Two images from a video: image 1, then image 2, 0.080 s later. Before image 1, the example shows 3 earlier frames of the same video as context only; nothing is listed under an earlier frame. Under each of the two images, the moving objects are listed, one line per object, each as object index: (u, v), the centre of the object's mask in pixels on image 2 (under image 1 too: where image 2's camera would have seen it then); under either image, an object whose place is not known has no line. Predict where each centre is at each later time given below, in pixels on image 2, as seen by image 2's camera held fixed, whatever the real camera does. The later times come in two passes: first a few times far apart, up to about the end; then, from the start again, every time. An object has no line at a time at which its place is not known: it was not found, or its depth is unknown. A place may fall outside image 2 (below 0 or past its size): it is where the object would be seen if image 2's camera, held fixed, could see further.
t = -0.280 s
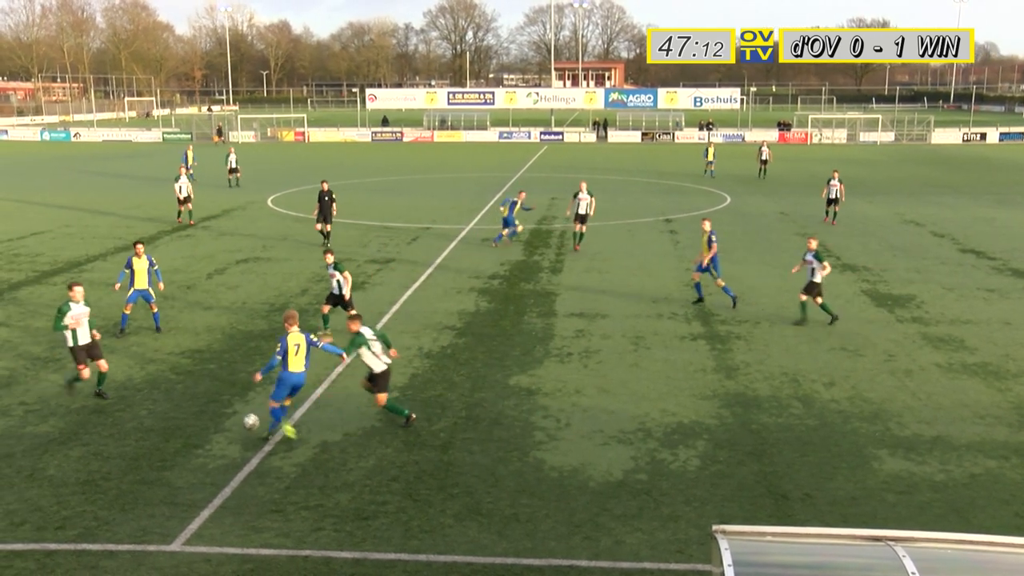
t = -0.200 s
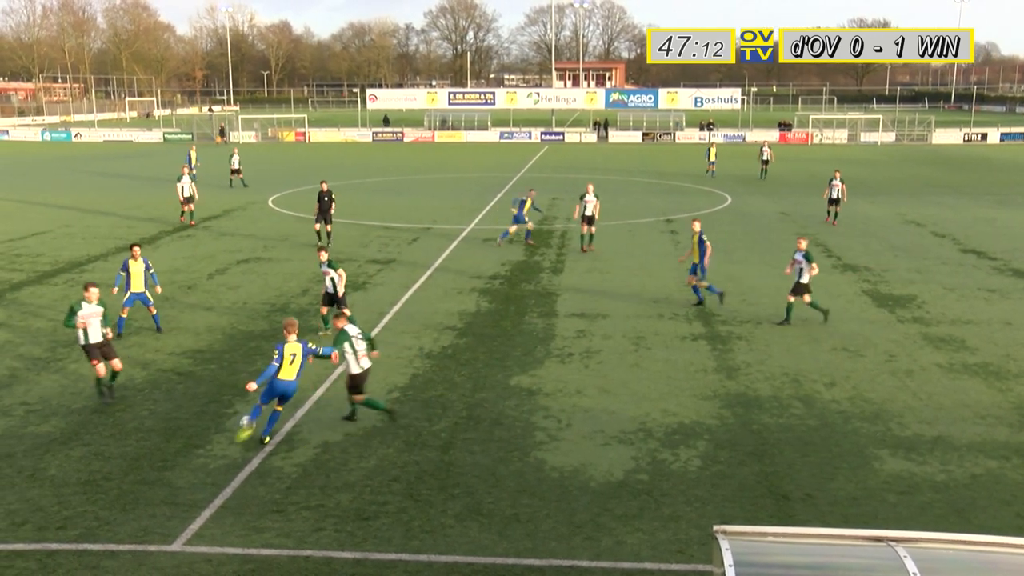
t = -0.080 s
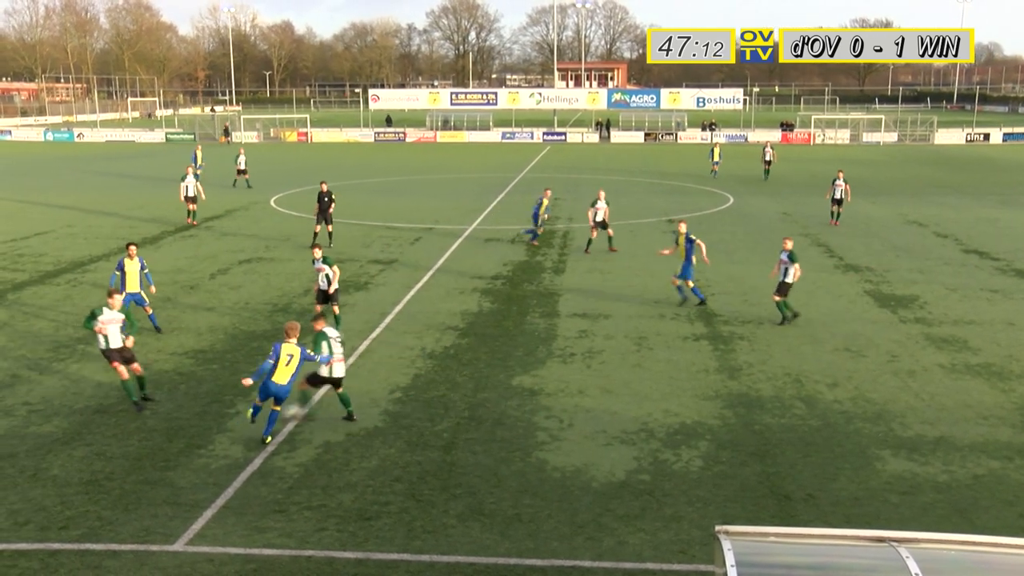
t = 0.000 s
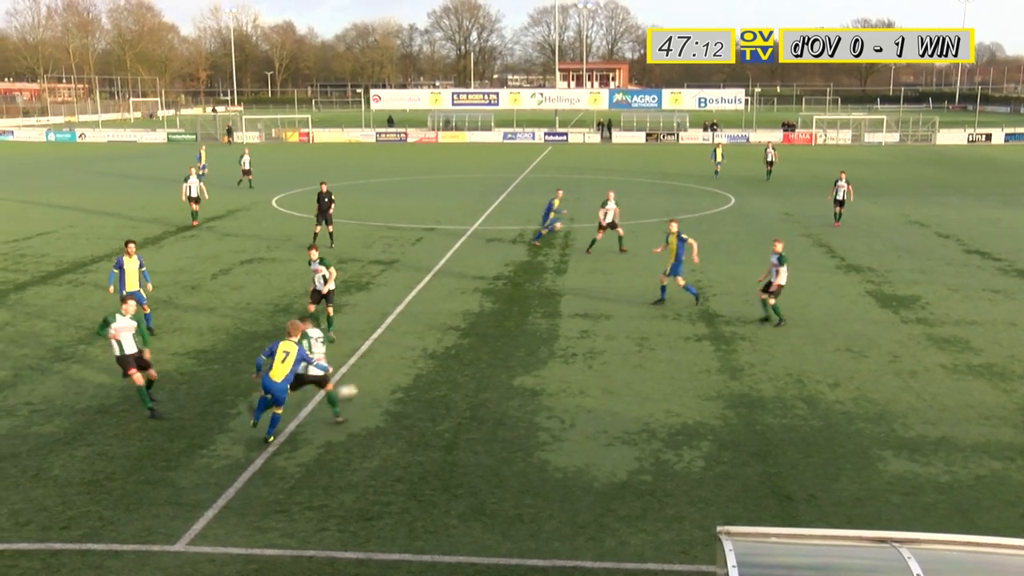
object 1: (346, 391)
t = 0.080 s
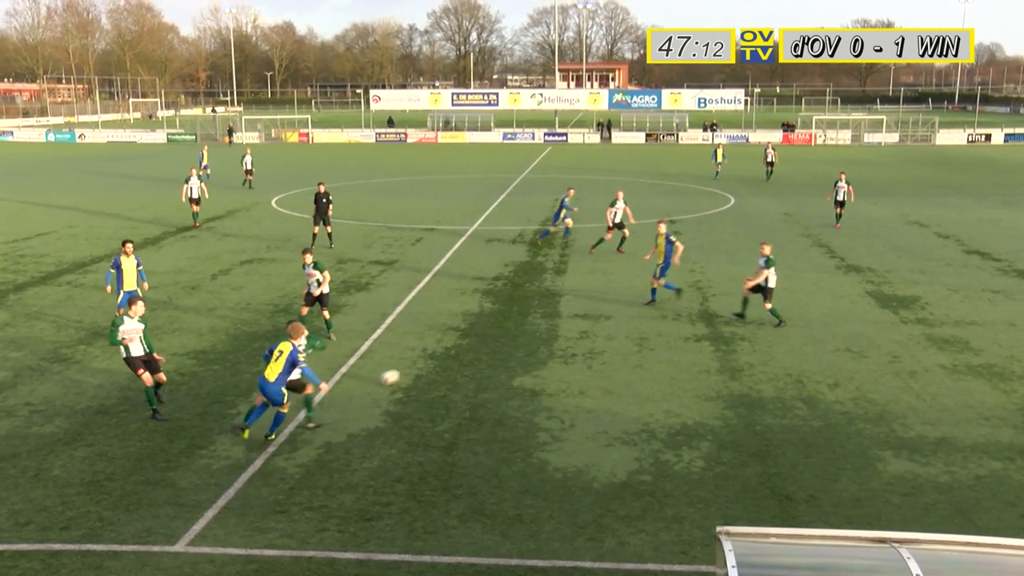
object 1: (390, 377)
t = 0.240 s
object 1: (460, 352)
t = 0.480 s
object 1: (536, 327)
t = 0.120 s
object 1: (410, 370)
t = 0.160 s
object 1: (428, 364)
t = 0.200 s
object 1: (445, 358)
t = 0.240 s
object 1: (460, 352)
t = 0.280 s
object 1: (475, 348)
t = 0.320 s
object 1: (489, 343)
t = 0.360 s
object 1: (501, 339)
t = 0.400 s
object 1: (514, 335)
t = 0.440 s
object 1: (525, 330)
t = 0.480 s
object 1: (536, 327)
